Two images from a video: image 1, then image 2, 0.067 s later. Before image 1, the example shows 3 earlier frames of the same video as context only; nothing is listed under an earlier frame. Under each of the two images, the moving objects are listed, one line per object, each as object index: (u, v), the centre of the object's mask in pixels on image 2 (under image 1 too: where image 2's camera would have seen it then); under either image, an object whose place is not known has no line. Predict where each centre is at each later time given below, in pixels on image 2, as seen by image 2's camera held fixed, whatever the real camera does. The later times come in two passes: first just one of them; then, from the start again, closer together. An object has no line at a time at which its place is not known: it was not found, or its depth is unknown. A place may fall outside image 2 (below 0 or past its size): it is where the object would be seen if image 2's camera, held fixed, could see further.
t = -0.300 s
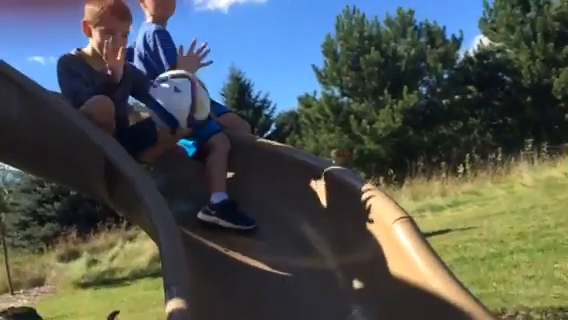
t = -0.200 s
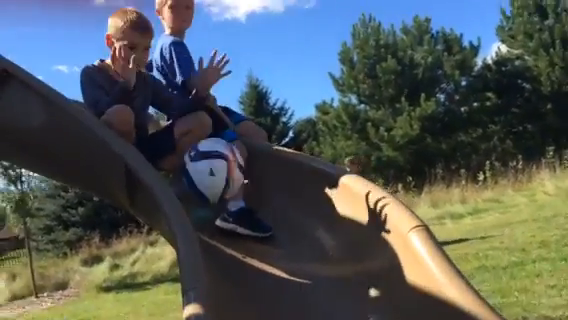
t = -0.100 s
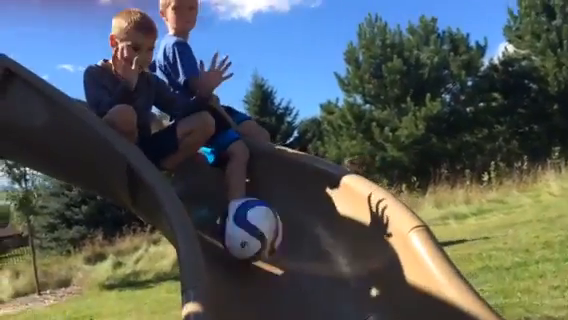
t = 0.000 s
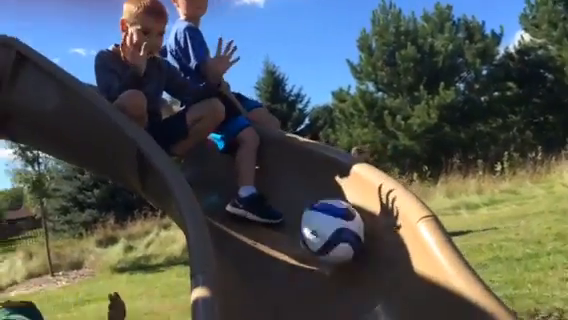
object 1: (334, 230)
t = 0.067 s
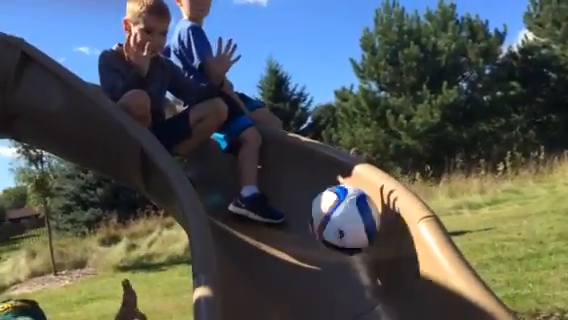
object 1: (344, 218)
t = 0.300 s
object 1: (425, 299)
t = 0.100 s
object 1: (350, 219)
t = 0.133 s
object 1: (358, 221)
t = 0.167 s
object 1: (366, 229)
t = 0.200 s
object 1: (378, 240)
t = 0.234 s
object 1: (390, 258)
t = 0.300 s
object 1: (425, 299)
